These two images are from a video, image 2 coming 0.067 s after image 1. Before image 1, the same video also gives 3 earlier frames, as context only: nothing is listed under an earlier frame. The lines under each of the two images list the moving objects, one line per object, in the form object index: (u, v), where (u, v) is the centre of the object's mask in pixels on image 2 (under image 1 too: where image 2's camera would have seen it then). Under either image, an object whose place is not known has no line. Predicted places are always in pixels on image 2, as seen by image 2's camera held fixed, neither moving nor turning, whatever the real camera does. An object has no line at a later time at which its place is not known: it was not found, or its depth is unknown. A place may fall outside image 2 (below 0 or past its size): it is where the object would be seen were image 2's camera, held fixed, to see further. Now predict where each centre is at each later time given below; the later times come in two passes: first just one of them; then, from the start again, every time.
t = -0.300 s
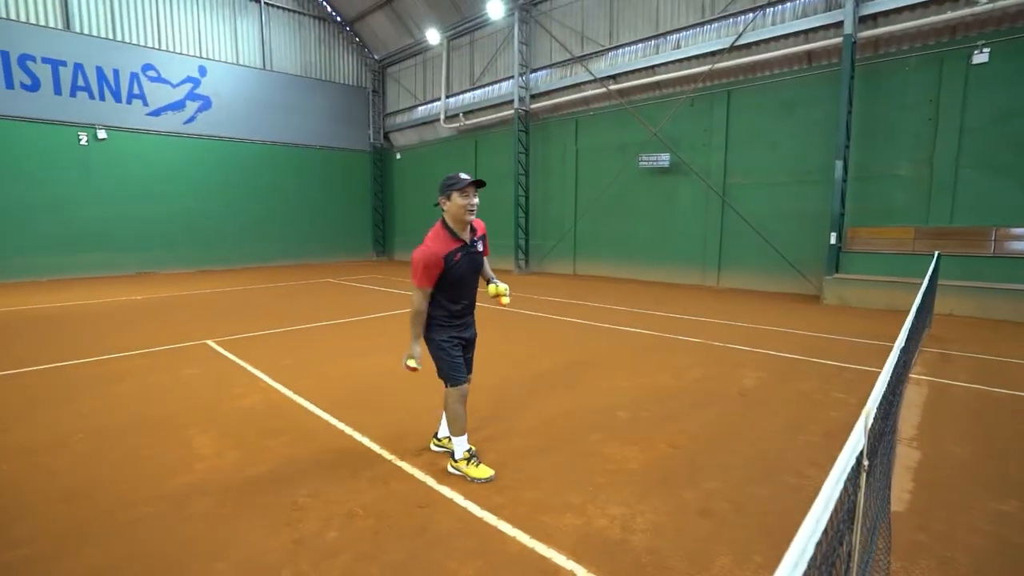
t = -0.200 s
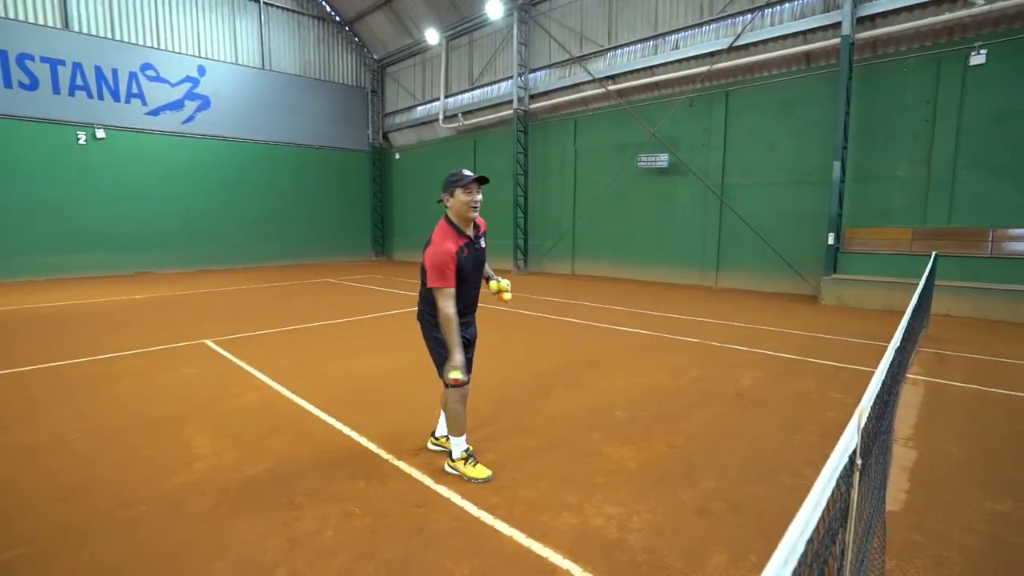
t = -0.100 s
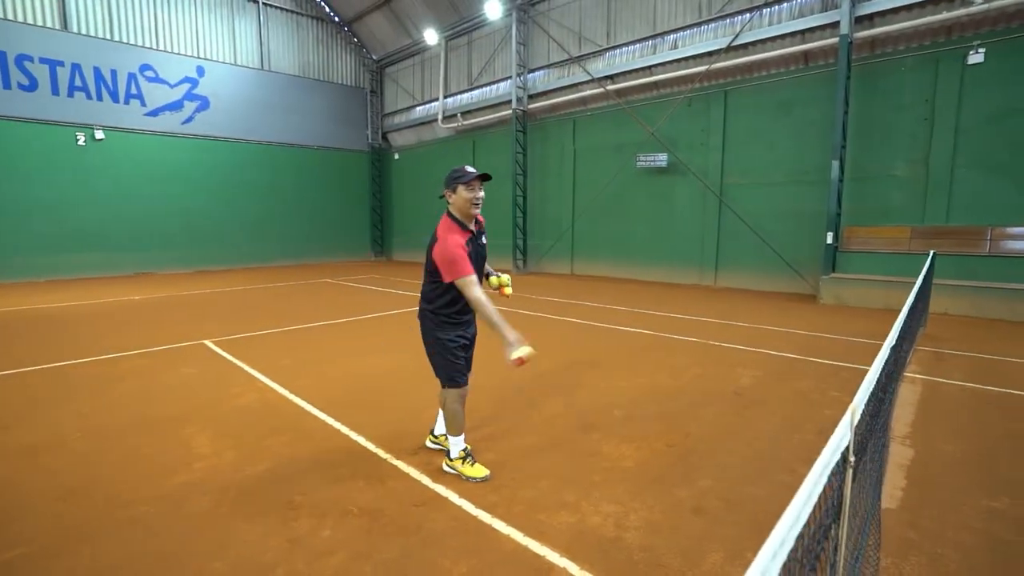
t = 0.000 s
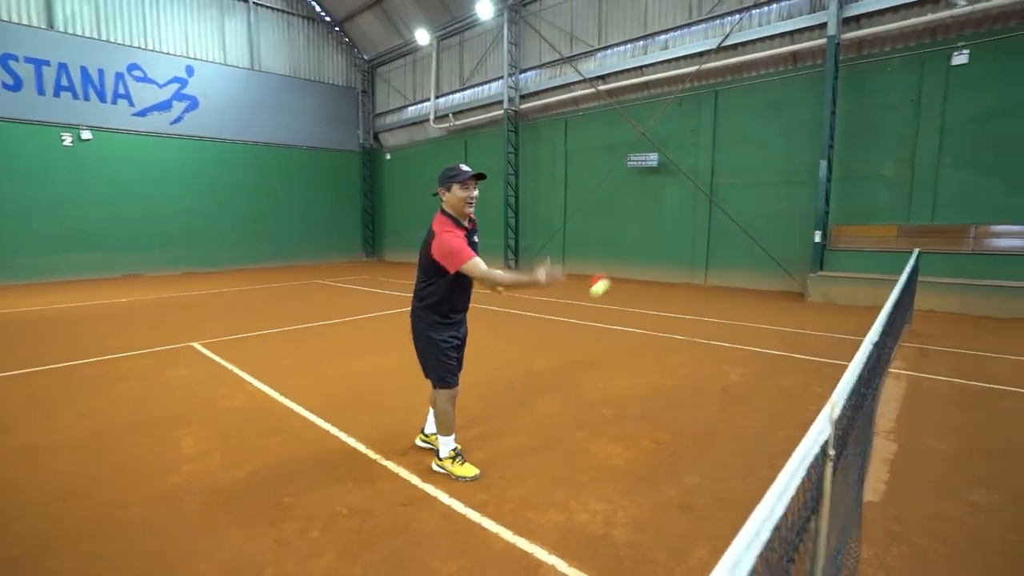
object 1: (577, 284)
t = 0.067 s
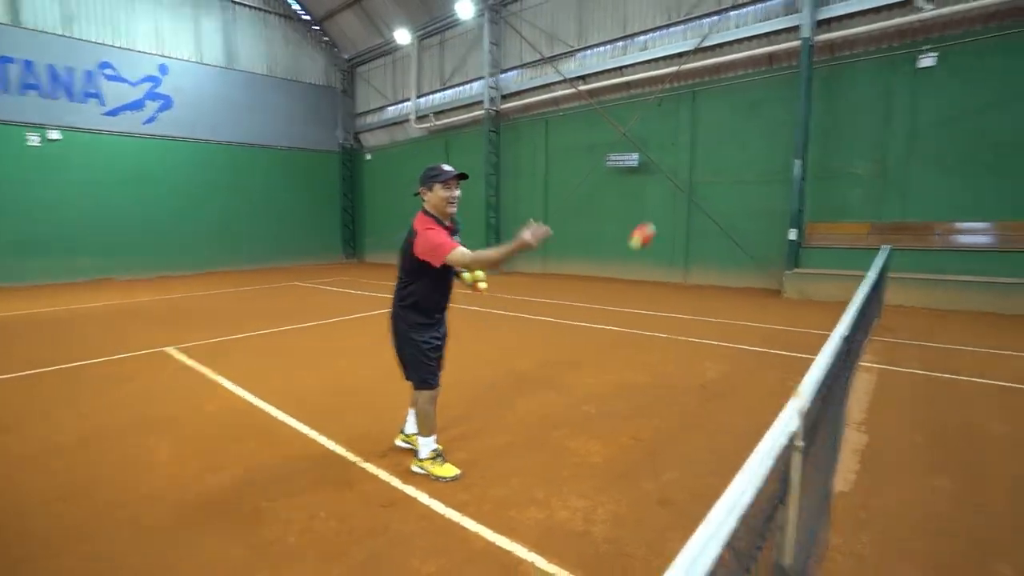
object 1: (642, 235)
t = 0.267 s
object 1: (866, 135)
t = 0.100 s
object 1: (676, 213)
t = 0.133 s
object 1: (711, 192)
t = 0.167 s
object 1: (749, 174)
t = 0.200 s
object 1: (786, 159)
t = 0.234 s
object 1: (826, 145)
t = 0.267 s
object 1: (866, 135)
